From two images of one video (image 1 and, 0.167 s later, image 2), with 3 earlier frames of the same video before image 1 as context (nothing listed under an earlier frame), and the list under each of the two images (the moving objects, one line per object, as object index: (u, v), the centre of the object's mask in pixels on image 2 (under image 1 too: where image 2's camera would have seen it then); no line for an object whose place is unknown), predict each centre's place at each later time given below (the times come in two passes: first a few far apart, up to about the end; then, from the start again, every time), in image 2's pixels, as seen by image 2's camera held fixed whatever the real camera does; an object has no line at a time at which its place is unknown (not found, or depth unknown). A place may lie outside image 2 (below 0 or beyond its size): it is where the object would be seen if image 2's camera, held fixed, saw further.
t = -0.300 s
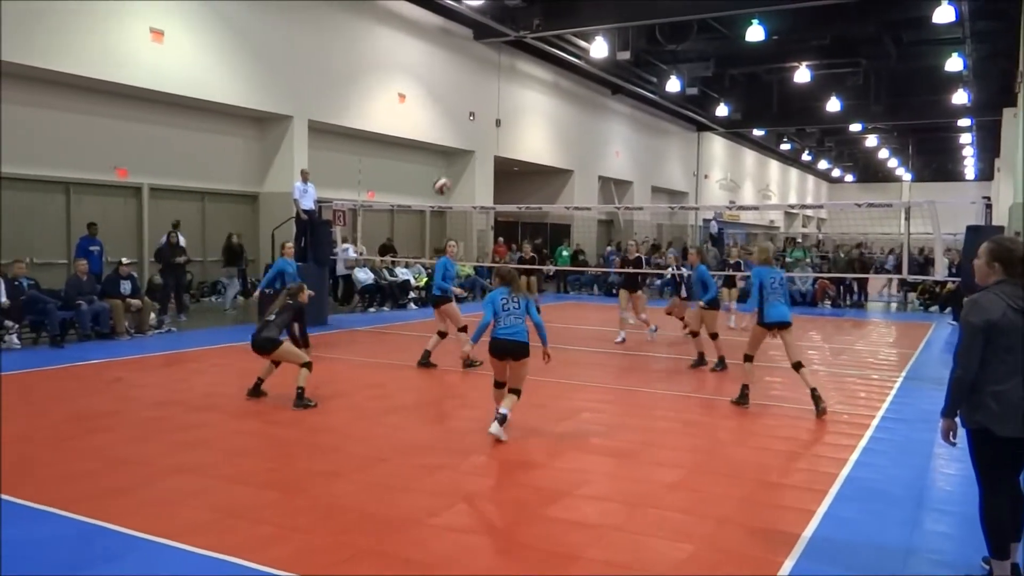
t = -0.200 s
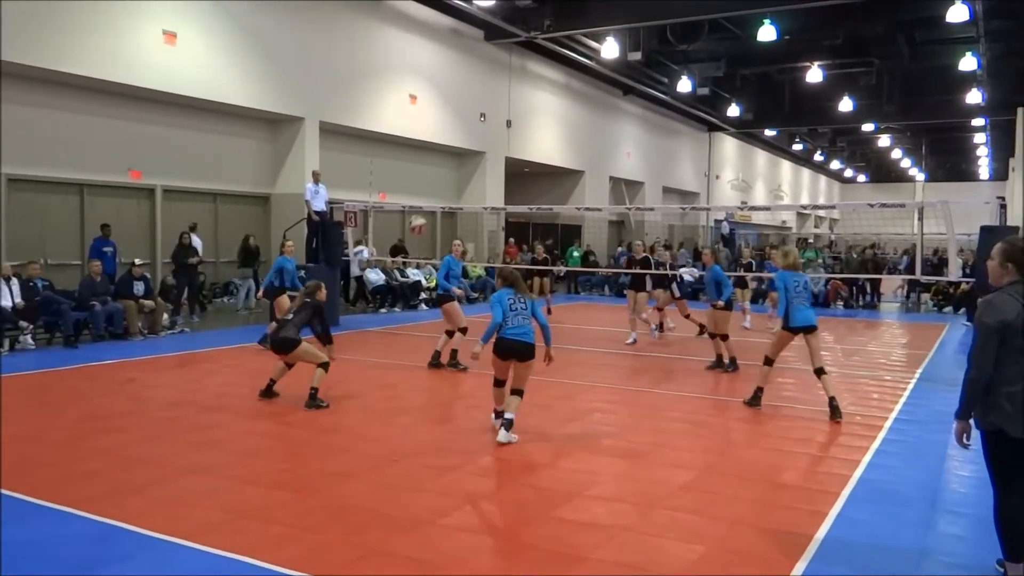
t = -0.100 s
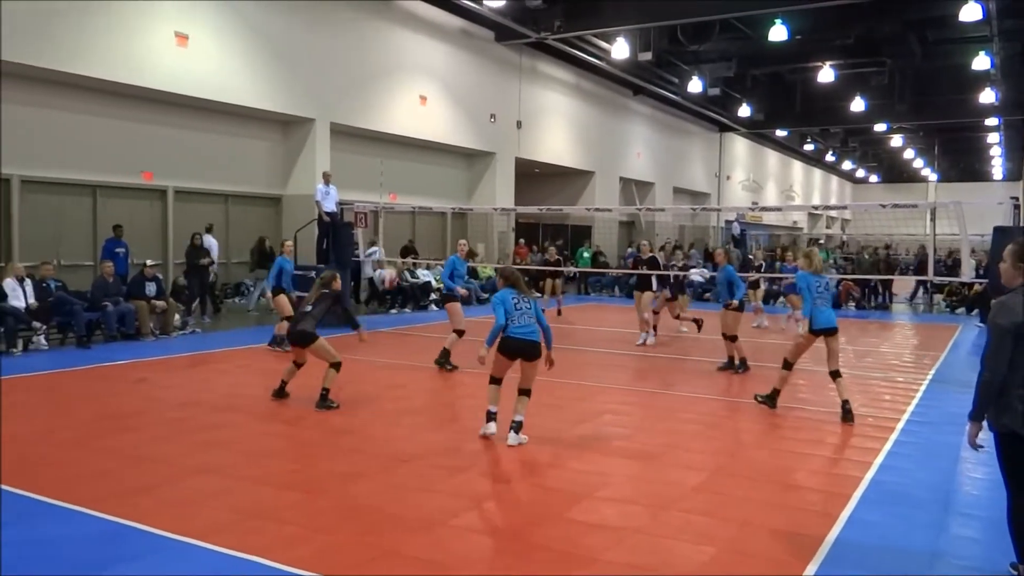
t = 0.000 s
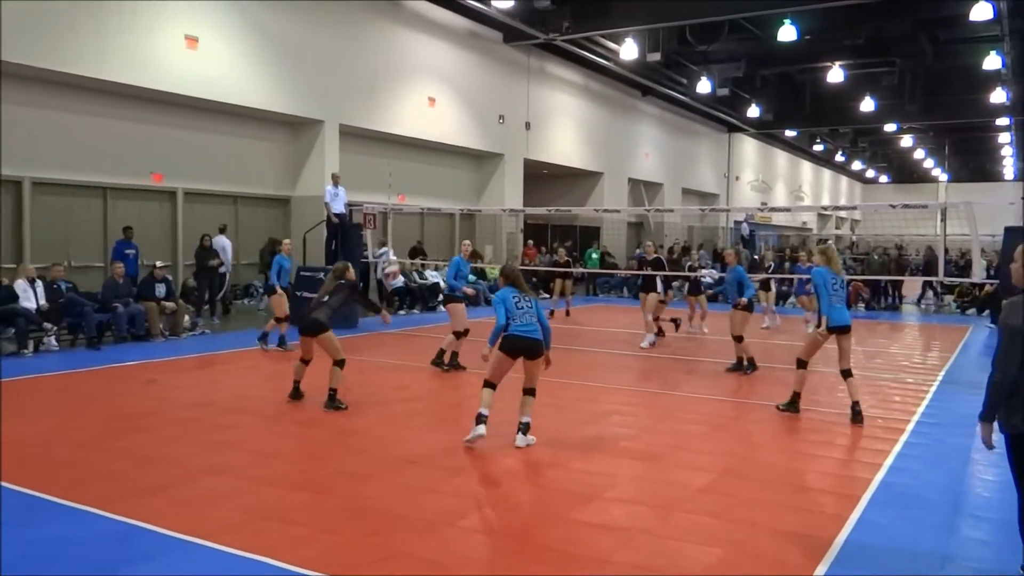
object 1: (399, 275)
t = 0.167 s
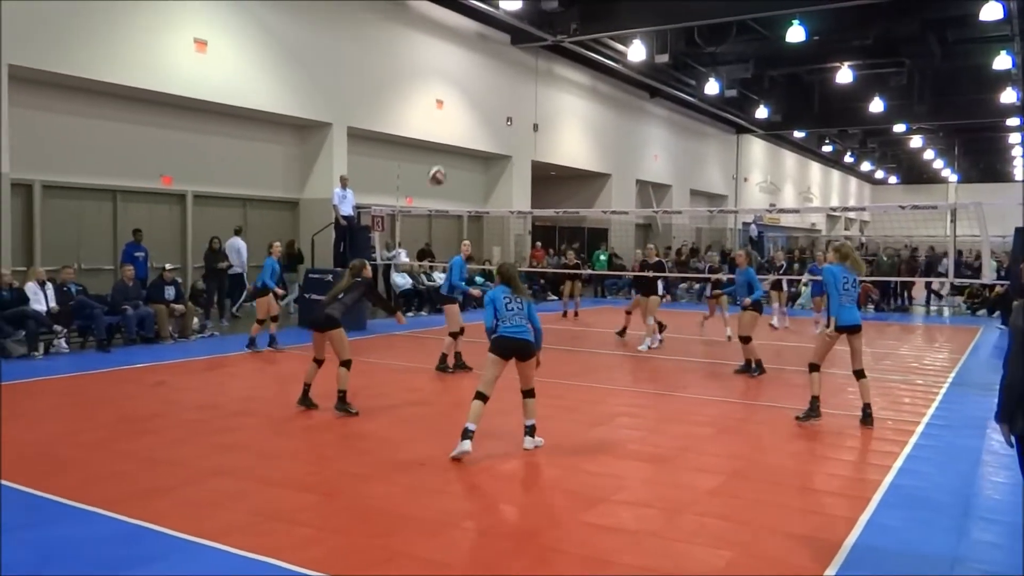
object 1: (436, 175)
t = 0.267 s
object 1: (458, 131)
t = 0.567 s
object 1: (518, 61)
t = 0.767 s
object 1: (552, 58)
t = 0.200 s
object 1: (444, 159)
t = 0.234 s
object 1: (452, 144)
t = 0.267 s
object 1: (458, 131)
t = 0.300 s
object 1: (466, 119)
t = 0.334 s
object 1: (472, 108)
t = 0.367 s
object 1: (479, 98)
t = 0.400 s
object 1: (486, 90)
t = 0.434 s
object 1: (493, 82)
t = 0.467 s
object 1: (499, 75)
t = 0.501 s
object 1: (505, 69)
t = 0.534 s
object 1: (511, 65)
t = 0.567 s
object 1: (518, 61)
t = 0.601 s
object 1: (523, 58)
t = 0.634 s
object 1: (530, 56)
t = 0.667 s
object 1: (535, 55)
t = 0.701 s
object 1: (541, 56)
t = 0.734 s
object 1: (546, 56)
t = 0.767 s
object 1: (552, 58)
